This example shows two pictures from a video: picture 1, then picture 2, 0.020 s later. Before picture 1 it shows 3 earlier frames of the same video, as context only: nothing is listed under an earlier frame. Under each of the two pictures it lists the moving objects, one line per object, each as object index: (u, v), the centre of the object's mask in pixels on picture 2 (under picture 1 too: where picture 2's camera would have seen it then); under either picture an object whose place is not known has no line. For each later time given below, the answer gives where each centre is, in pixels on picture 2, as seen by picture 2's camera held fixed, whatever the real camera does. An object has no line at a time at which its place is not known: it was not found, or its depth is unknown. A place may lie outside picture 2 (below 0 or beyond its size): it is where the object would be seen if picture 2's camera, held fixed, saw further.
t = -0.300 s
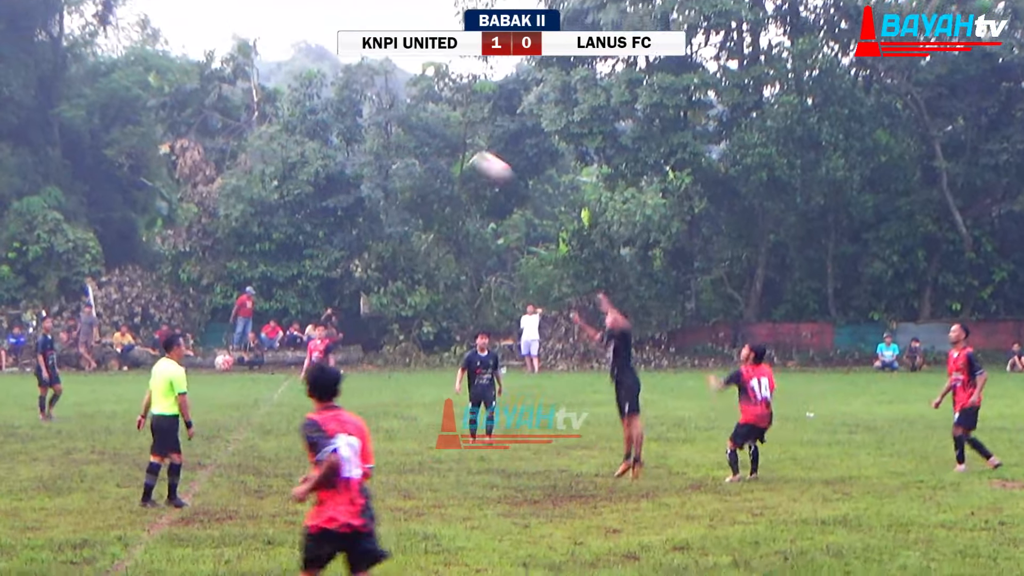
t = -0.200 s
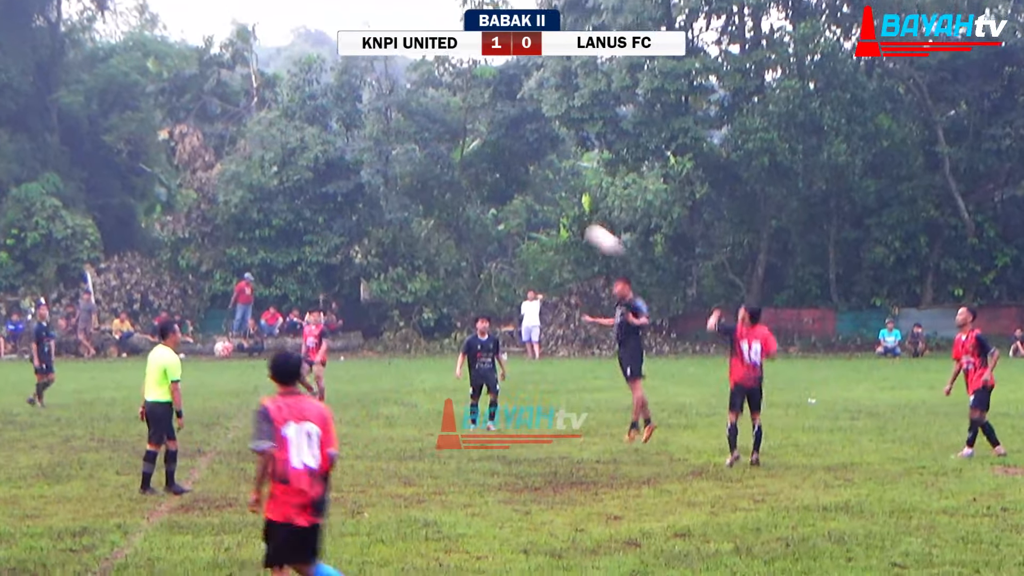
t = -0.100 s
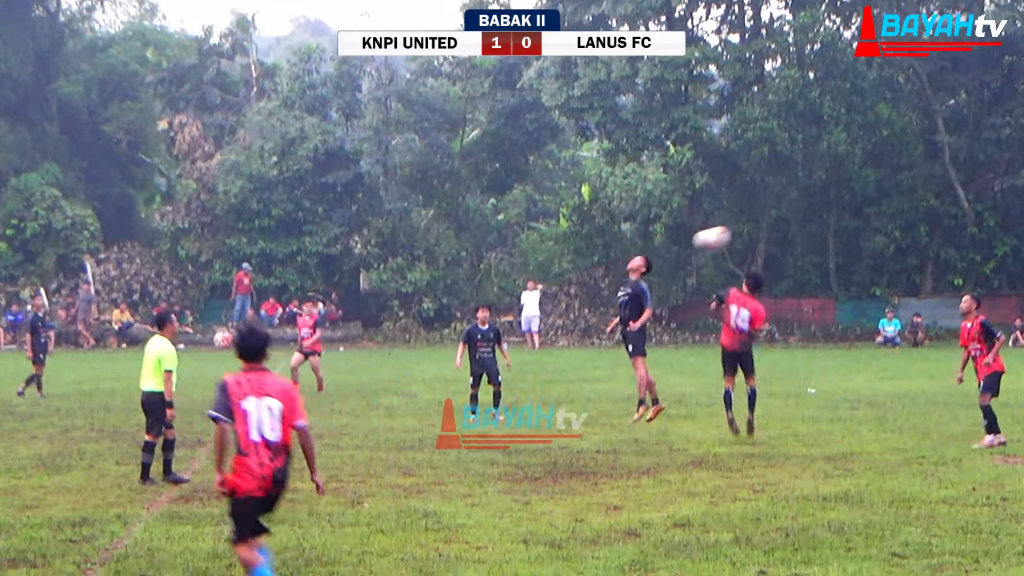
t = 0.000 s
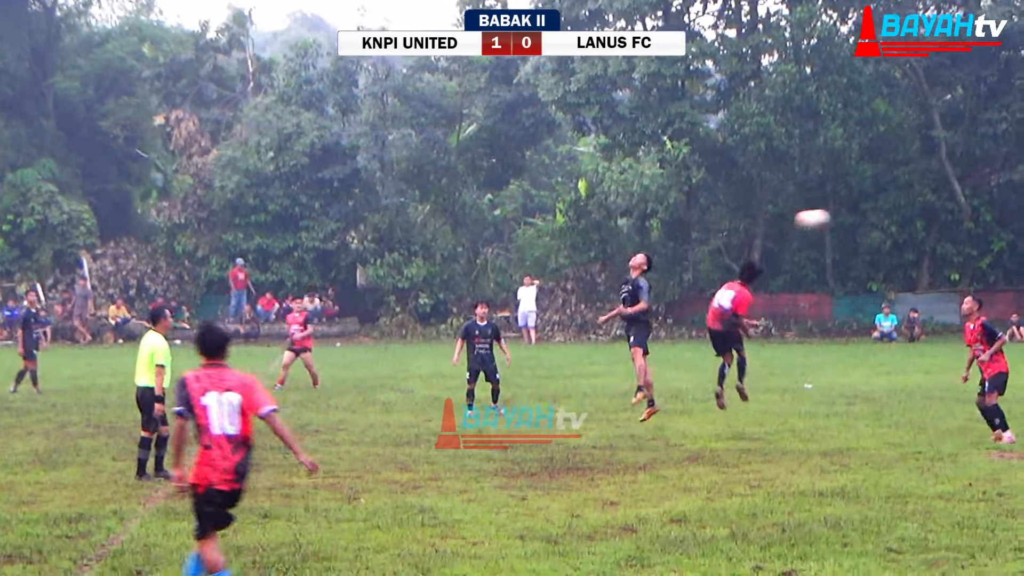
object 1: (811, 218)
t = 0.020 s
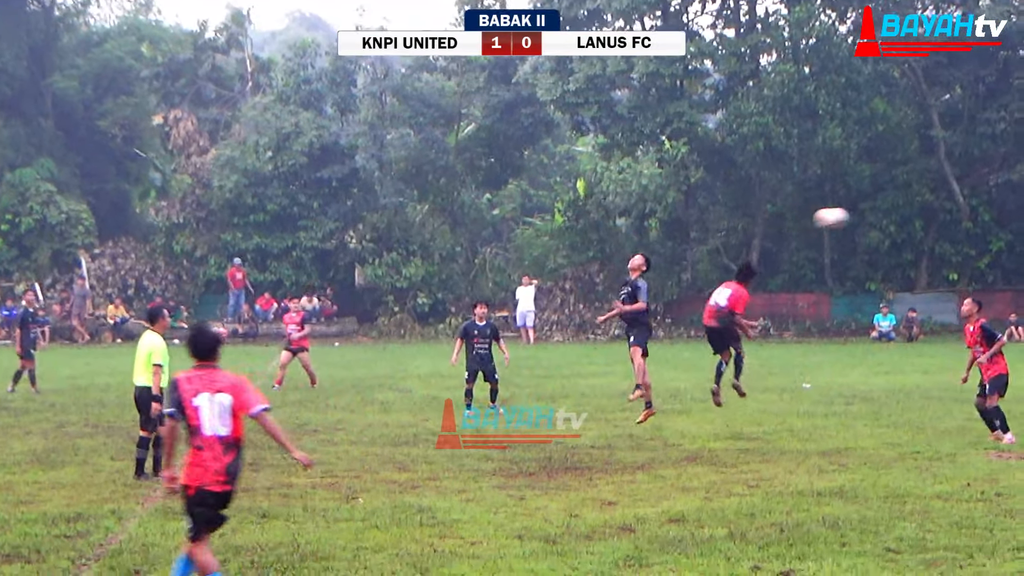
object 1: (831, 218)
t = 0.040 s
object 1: (851, 216)
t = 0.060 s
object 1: (871, 217)
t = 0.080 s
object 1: (888, 217)
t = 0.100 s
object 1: (905, 218)
